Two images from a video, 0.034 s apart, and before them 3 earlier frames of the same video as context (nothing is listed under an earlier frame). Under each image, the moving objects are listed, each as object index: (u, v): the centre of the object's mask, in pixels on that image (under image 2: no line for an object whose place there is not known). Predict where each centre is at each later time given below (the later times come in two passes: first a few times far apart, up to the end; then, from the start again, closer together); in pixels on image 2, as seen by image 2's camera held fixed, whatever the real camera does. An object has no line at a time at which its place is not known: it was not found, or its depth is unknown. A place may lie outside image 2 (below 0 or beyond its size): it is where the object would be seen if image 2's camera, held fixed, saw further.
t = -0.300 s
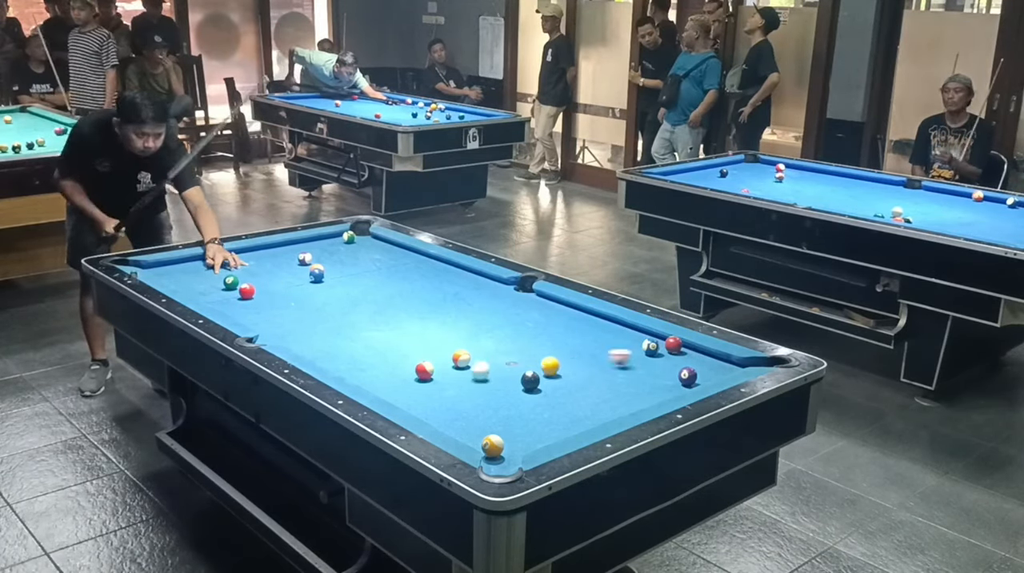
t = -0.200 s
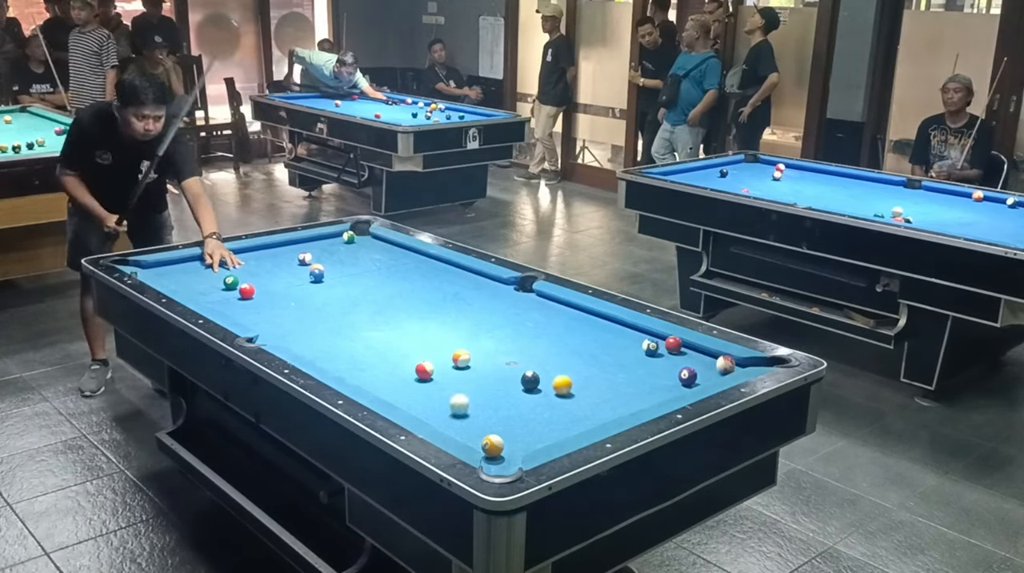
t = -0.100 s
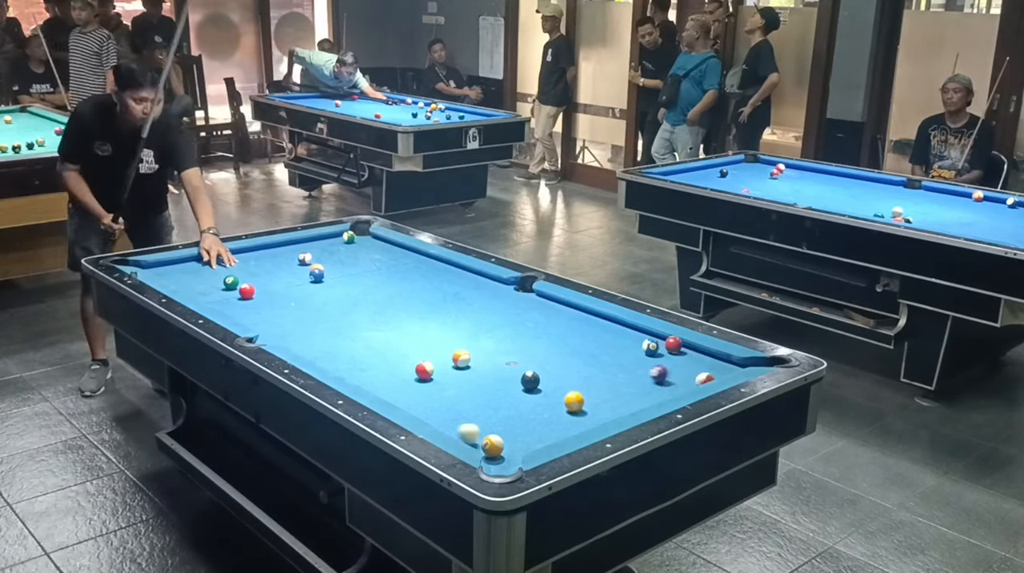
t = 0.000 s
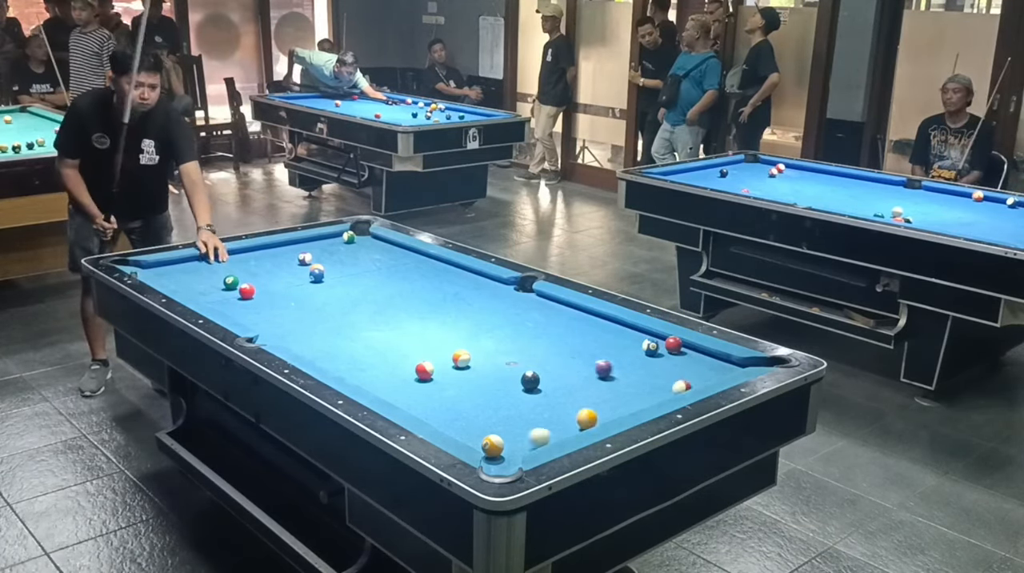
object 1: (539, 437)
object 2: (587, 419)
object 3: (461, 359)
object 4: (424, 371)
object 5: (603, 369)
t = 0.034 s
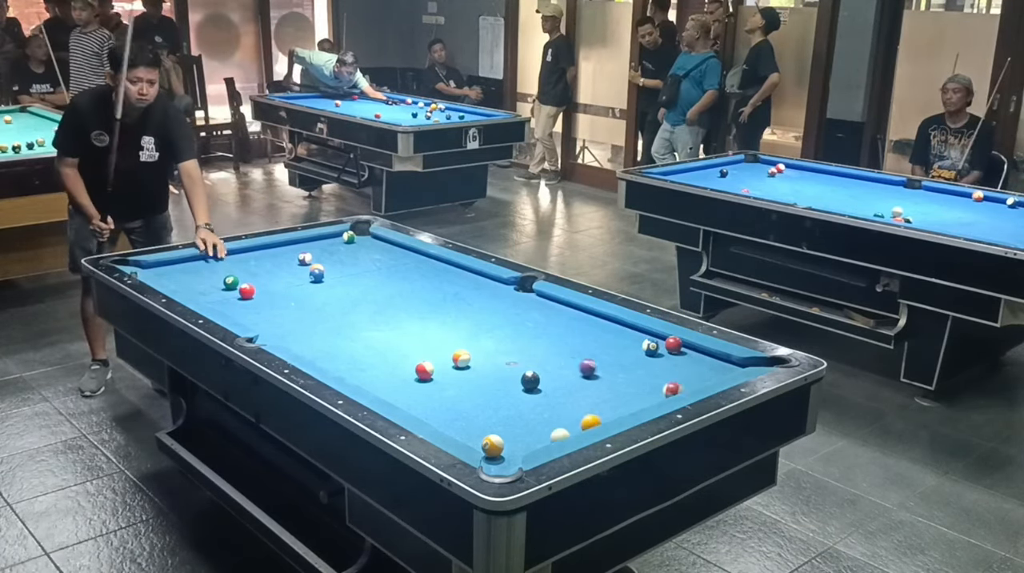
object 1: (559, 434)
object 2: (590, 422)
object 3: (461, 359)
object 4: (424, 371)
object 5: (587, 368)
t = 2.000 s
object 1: (331, 236)
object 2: (283, 321)
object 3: (365, 298)
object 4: (356, 335)
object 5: (426, 314)
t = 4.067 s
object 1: (380, 290)
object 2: (163, 267)
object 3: (411, 252)
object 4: (383, 306)
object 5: (423, 298)
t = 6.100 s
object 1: (416, 303)
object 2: (187, 269)
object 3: (384, 253)
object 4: (389, 310)
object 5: (427, 297)
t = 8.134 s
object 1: (416, 303)
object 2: (187, 269)
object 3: (384, 253)
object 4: (388, 310)
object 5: (427, 297)
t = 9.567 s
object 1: (416, 303)
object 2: (187, 269)
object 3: (384, 253)
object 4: (388, 310)
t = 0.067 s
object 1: (561, 429)
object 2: (583, 423)
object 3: (461, 359)
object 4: (424, 371)
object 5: (571, 366)
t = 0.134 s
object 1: (532, 417)
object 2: (585, 419)
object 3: (461, 359)
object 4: (424, 371)
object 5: (541, 364)
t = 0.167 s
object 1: (520, 411)
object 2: (585, 417)
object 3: (461, 359)
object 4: (424, 371)
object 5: (527, 362)
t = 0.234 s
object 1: (498, 400)
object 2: (584, 412)
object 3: (461, 359)
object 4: (424, 371)
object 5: (497, 360)
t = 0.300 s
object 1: (478, 389)
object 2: (576, 407)
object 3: (451, 359)
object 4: (424, 371)
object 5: (479, 358)
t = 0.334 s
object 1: (468, 383)
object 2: (566, 405)
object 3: (439, 358)
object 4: (424, 371)
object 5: (477, 356)
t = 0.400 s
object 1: (449, 374)
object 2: (551, 400)
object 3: (417, 357)
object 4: (424, 371)
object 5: (470, 354)
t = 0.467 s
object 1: (442, 365)
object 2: (535, 396)
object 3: (400, 358)
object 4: (415, 371)
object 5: (464, 352)
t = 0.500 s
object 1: (440, 360)
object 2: (528, 393)
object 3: (391, 358)
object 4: (408, 371)
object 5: (461, 351)
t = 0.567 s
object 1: (436, 352)
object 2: (514, 389)
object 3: (373, 357)
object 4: (397, 370)
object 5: (454, 349)
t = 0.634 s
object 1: (428, 344)
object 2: (499, 386)
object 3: (355, 357)
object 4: (386, 370)
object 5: (452, 347)
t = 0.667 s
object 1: (424, 340)
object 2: (493, 383)
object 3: (346, 357)
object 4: (380, 370)
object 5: (451, 346)
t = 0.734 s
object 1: (417, 332)
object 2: (479, 380)
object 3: (329, 356)
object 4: (370, 370)
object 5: (449, 344)
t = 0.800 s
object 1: (410, 325)
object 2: (466, 376)
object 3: (312, 353)
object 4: (359, 370)
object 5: (447, 341)
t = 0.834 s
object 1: (406, 321)
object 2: (459, 374)
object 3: (312, 352)
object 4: (354, 369)
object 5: (446, 341)
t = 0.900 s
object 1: (400, 315)
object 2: (447, 371)
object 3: (315, 350)
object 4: (344, 367)
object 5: (444, 339)
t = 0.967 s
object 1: (394, 308)
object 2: (435, 368)
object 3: (319, 346)
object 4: (334, 365)
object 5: (442, 337)
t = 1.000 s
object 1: (390, 305)
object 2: (429, 366)
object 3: (321, 344)
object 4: (334, 364)
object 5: (442, 336)
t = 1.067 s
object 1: (385, 299)
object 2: (418, 362)
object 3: (324, 340)
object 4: (335, 363)
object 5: (440, 334)
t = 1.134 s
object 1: (379, 293)
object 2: (406, 358)
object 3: (328, 336)
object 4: (336, 361)
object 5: (438, 332)
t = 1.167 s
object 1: (377, 290)
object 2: (401, 356)
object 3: (329, 335)
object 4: (337, 360)
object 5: (438, 332)
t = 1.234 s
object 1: (372, 285)
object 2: (390, 353)
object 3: (332, 331)
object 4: (339, 358)
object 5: (436, 330)
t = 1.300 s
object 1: (367, 280)
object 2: (379, 350)
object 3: (336, 328)
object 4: (340, 355)
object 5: (435, 328)
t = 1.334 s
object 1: (365, 277)
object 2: (374, 348)
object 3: (337, 326)
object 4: (341, 354)
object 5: (434, 327)
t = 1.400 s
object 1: (361, 272)
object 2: (364, 345)
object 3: (341, 323)
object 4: (343, 352)
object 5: (433, 326)
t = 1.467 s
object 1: (356, 267)
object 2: (355, 341)
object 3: (344, 320)
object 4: (344, 350)
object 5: (432, 325)
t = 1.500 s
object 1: (355, 265)
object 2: (351, 338)
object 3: (345, 318)
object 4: (345, 349)
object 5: (431, 324)
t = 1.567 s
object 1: (351, 261)
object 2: (338, 336)
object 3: (348, 315)
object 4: (347, 347)
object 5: (430, 322)
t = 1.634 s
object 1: (347, 256)
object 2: (330, 335)
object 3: (351, 312)
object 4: (348, 345)
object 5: (429, 321)
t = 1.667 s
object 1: (346, 254)
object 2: (326, 333)
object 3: (352, 311)
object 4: (349, 343)
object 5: (429, 320)
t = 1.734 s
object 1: (342, 250)
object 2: (317, 330)
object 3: (355, 308)
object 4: (351, 341)
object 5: (428, 319)
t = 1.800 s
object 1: (339, 246)
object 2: (308, 328)
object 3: (358, 305)
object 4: (352, 340)
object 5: (427, 318)
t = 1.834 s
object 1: (338, 244)
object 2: (303, 326)
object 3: (359, 304)
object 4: (353, 339)
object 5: (427, 317)
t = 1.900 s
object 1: (335, 241)
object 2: (295, 324)
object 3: (361, 301)
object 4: (354, 337)
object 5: (426, 316)
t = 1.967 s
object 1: (332, 237)
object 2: (287, 322)
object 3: (364, 299)
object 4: (355, 336)
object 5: (426, 315)
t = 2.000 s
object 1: (331, 236)
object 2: (283, 321)
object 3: (365, 298)
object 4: (356, 335)
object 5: (426, 314)
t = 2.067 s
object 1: (335, 238)
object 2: (275, 318)
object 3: (367, 295)
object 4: (357, 333)
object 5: (425, 313)
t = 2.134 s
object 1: (337, 239)
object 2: (267, 316)
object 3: (370, 293)
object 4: (359, 332)
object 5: (425, 312)
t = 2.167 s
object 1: (338, 240)
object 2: (263, 315)
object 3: (371, 292)
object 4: (359, 331)
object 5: (425, 312)
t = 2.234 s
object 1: (339, 242)
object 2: (256, 313)
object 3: (373, 290)
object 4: (360, 330)
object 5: (424, 311)
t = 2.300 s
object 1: (340, 244)
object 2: (248, 311)
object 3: (376, 287)
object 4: (361, 328)
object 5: (424, 309)
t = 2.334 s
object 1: (341, 245)
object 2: (245, 309)
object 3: (377, 286)
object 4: (362, 327)
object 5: (424, 309)
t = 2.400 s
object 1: (342, 246)
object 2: (237, 308)
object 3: (379, 285)
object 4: (363, 326)
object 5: (423, 308)
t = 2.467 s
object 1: (343, 249)
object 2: (230, 305)
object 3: (381, 282)
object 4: (364, 325)
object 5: (423, 307)
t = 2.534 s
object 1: (345, 251)
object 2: (223, 303)
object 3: (383, 280)
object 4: (365, 323)
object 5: (423, 307)
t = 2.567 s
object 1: (345, 251)
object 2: (220, 302)
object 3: (384, 279)
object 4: (366, 323)
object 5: (423, 306)
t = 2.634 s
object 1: (346, 253)
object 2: (214, 300)
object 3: (385, 277)
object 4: (367, 322)
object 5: (422, 305)
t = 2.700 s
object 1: (348, 255)
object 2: (207, 297)
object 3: (388, 276)
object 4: (367, 320)
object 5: (422, 305)
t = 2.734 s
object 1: (348, 256)
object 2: (204, 296)
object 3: (389, 275)
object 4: (368, 320)
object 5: (422, 305)
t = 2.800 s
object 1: (349, 258)
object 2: (200, 294)
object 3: (391, 273)
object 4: (369, 319)
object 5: (422, 304)
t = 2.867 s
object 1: (351, 260)
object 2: (197, 292)
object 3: (393, 272)
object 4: (370, 318)
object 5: (422, 303)
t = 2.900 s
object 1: (351, 261)
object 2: (196, 291)
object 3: (393, 271)
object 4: (371, 317)
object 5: (422, 303)
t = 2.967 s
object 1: (353, 262)
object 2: (194, 290)
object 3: (395, 269)
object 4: (372, 316)
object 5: (422, 303)
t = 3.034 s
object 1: (354, 264)
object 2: (192, 289)
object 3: (397, 268)
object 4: (373, 315)
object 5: (422, 302)
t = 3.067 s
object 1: (354, 265)
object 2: (190, 288)
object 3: (398, 267)
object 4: (374, 315)
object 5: (422, 302)
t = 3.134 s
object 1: (356, 267)
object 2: (188, 286)
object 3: (400, 265)
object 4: (374, 314)
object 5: (422, 301)
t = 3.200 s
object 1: (357, 269)
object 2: (186, 285)
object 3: (402, 264)
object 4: (375, 313)
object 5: (422, 301)
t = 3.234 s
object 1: (358, 270)
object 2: (185, 284)
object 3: (403, 263)
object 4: (375, 313)
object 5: (422, 301)
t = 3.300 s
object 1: (360, 271)
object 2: (183, 282)
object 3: (404, 262)
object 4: (376, 312)
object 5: (422, 300)
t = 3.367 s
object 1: (361, 273)
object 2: (181, 281)
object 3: (406, 261)
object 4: (377, 311)
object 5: (422, 300)
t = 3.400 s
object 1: (362, 274)
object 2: (180, 280)
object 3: (407, 260)
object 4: (377, 311)
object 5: (422, 300)
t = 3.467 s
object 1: (364, 276)
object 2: (178, 279)
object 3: (408, 259)
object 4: (378, 310)
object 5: (422, 300)
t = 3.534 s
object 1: (365, 277)
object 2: (176, 277)
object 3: (410, 257)
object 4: (378, 309)
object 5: (422, 299)
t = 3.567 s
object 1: (366, 278)
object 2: (175, 277)
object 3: (411, 257)
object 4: (379, 309)
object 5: (422, 299)
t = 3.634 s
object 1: (368, 280)
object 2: (173, 275)
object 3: (413, 256)
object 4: (379, 308)
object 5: (422, 299)
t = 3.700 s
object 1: (370, 282)
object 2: (172, 274)
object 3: (414, 255)
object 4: (380, 308)
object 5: (422, 299)
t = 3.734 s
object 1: (371, 282)
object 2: (171, 273)
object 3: (415, 254)
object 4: (380, 307)
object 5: (423, 299)
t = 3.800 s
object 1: (372, 284)
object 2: (169, 272)
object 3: (415, 253)
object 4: (381, 307)
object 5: (423, 299)
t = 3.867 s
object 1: (374, 286)
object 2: (167, 271)
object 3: (417, 252)
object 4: (382, 306)
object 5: (423, 299)
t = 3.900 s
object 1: (375, 287)
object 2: (167, 270)
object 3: (417, 252)
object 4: (382, 306)
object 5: (423, 299)
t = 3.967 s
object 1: (377, 288)
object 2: (165, 269)
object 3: (414, 252)
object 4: (382, 306)
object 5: (423, 299)
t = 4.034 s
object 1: (378, 290)
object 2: (164, 268)
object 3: (412, 252)
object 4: (383, 306)
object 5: (423, 298)
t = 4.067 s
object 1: (380, 290)
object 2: (163, 267)
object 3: (411, 252)
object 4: (383, 306)
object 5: (423, 298)
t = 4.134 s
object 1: (381, 291)
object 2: (162, 267)
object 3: (408, 252)
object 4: (384, 306)
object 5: (423, 298)
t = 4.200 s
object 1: (383, 292)
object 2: (160, 265)
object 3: (406, 252)
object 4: (384, 305)
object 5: (423, 298)
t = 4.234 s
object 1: (384, 292)
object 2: (160, 265)
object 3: (405, 252)
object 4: (385, 305)
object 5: (423, 298)
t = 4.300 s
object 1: (386, 293)
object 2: (159, 264)
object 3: (403, 252)
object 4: (385, 305)
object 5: (423, 298)
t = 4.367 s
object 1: (388, 294)
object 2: (160, 264)
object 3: (401, 252)
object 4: (386, 305)
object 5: (423, 298)
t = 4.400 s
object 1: (389, 295)
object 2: (160, 264)
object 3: (400, 252)
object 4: (386, 304)
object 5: (423, 298)
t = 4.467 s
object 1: (392, 296)
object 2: (162, 265)
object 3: (398, 252)
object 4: (386, 304)
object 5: (423, 298)
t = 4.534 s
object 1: (395, 298)
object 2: (164, 265)
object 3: (396, 252)
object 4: (385, 305)
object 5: (423, 298)
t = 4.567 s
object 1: (396, 299)
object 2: (165, 265)
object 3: (395, 252)
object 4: (385, 305)
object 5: (423, 298)
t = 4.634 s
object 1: (398, 300)
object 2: (167, 266)
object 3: (394, 252)
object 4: (386, 306)
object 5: (423, 298)
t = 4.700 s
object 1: (400, 300)
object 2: (168, 266)
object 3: (392, 252)
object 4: (386, 306)
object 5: (423, 298)
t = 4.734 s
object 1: (402, 301)
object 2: (169, 266)
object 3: (392, 252)
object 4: (386, 307)
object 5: (423, 298)
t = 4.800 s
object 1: (404, 301)
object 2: (171, 266)
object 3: (390, 252)
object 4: (386, 307)
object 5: (423, 298)
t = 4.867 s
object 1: (406, 301)
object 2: (173, 267)
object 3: (389, 252)
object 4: (386, 308)
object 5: (423, 298)
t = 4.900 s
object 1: (408, 301)
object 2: (173, 267)
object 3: (389, 252)
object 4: (386, 308)
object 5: (423, 298)
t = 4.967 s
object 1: (410, 301)
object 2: (175, 267)
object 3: (388, 252)
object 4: (386, 308)
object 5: (424, 298)
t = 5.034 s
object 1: (410, 301)
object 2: (177, 267)
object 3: (386, 252)
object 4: (387, 308)
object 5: (424, 298)
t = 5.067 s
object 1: (411, 301)
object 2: (177, 267)
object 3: (386, 252)
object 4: (387, 308)
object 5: (425, 298)
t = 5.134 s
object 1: (411, 302)
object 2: (179, 267)
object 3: (385, 253)
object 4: (387, 309)
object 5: (425, 298)
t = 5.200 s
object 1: (413, 302)
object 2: (180, 268)
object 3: (385, 253)
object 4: (387, 309)
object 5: (426, 298)
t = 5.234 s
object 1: (413, 302)
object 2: (180, 268)
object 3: (385, 253)
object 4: (387, 309)
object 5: (426, 298)
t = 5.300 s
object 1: (413, 302)
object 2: (182, 268)
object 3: (385, 253)
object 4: (387, 309)
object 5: (427, 298)
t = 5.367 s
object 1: (414, 302)
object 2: (183, 268)
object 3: (384, 253)
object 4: (387, 309)
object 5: (427, 297)
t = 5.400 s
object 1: (415, 303)
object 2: (183, 268)
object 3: (384, 253)
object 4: (387, 309)
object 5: (427, 297)
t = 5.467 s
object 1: (415, 303)
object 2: (184, 268)
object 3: (384, 253)
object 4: (388, 310)
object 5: (427, 297)
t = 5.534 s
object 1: (415, 303)
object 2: (185, 268)
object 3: (384, 253)
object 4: (388, 310)
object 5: (427, 297)
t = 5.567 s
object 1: (415, 303)
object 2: (185, 268)
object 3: (384, 253)
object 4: (388, 310)
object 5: (427, 297)
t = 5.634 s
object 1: (415, 303)
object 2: (186, 269)
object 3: (384, 253)
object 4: (388, 310)
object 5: (427, 297)
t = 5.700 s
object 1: (415, 303)
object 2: (187, 269)
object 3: (384, 253)
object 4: (389, 310)
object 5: (427, 297)
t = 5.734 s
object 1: (415, 303)
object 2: (187, 269)
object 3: (384, 253)
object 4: (389, 310)
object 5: (427, 297)
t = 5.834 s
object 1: (416, 303)
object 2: (187, 269)
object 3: (384, 253)
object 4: (389, 310)
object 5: (427, 297)
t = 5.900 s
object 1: (416, 303)
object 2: (187, 269)
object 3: (384, 253)
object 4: (389, 310)
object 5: (427, 297)
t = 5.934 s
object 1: (416, 303)
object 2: (187, 269)
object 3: (384, 253)
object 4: (389, 310)
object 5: (427, 297)
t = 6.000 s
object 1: (416, 303)
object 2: (187, 269)
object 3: (384, 253)
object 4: (389, 310)
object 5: (427, 297)
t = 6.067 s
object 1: (416, 303)
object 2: (187, 269)
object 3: (384, 253)
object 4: (389, 310)
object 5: (427, 297)
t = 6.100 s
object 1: (416, 303)
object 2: (187, 269)
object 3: (384, 253)
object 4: (389, 310)
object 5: (427, 297)
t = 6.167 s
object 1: (416, 303)
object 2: (187, 269)
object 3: (384, 253)
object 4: (389, 310)
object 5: (427, 297)
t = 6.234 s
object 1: (416, 303)
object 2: (187, 269)
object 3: (384, 253)
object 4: (389, 310)
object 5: (427, 297)
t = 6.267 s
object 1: (416, 303)
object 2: (187, 269)
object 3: (384, 253)
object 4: (389, 310)
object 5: (427, 297)
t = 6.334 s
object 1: (416, 303)
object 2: (187, 269)
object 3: (384, 253)
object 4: (389, 310)
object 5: (427, 297)
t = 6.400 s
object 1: (416, 303)
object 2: (187, 269)
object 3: (384, 253)
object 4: (389, 310)
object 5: (427, 297)
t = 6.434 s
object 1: (416, 303)
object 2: (187, 269)
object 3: (384, 253)
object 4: (389, 310)
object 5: (427, 297)
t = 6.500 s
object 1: (416, 303)
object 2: (187, 269)
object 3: (384, 253)
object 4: (388, 310)
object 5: (427, 297)
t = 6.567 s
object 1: (416, 303)
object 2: (187, 269)
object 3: (384, 253)
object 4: (388, 310)
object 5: (427, 297)
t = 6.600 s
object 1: (416, 303)
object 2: (187, 269)
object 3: (384, 253)
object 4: (388, 310)
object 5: (427, 297)
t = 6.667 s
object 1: (416, 303)
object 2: (187, 269)
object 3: (384, 253)
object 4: (388, 310)
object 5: (427, 297)
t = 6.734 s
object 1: (416, 303)
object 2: (187, 269)
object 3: (384, 253)
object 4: (388, 310)
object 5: (427, 297)
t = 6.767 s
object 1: (416, 303)
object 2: (187, 269)
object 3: (384, 253)
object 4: (388, 310)
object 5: (427, 297)
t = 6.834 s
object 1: (416, 303)
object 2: (187, 269)
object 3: (384, 253)
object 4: (388, 310)
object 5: (427, 297)
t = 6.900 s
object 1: (416, 303)
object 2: (187, 269)
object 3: (384, 253)
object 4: (388, 310)
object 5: (427, 297)
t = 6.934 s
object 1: (416, 303)
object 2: (187, 269)
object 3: (384, 253)
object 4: (388, 310)
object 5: (427, 297)
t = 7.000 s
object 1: (416, 303)
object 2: (187, 269)
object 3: (384, 253)
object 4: (388, 310)
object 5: (427, 297)
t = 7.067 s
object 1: (416, 303)
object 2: (187, 269)
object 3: (384, 253)
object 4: (388, 310)
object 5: (427, 297)
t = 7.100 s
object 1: (416, 303)
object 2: (187, 269)
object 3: (384, 253)
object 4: (388, 310)
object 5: (427, 297)
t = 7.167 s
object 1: (416, 303)
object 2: (187, 269)
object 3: (384, 253)
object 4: (388, 310)
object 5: (427, 297)
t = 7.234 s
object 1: (416, 303)
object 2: (187, 269)
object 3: (384, 253)
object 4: (388, 310)
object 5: (427, 297)
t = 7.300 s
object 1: (416, 303)
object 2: (187, 269)
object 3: (384, 253)
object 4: (388, 310)
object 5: (427, 297)
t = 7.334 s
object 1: (416, 303)
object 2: (187, 269)
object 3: (384, 253)
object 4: (388, 310)
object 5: (427, 297)
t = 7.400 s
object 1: (416, 303)
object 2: (187, 269)
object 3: (384, 253)
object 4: (388, 310)
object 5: (427, 297)
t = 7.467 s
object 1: (416, 303)
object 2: (187, 269)
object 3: (384, 253)
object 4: (388, 310)
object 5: (427, 297)
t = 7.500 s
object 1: (416, 303)
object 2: (187, 269)
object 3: (384, 253)
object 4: (388, 310)
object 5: (427, 297)
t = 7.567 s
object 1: (416, 303)
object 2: (187, 269)
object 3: (384, 253)
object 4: (388, 310)
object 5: (427, 297)
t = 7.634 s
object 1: (416, 303)
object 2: (187, 269)
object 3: (384, 253)
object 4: (388, 310)
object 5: (427, 297)
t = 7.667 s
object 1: (416, 303)
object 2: (187, 269)
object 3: (384, 253)
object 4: (388, 310)
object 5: (427, 297)
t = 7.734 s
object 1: (416, 303)
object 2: (187, 269)
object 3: (384, 253)
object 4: (388, 310)
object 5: (427, 297)
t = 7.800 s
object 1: (416, 303)
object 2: (187, 269)
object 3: (384, 253)
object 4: (388, 310)
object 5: (427, 297)
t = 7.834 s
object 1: (416, 303)
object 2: (187, 269)
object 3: (384, 253)
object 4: (388, 310)
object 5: (427, 297)
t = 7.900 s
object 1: (416, 303)
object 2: (187, 269)
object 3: (384, 253)
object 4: (388, 310)
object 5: (427, 297)
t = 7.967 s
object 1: (416, 303)
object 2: (187, 269)
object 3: (384, 253)
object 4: (388, 310)
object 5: (427, 297)
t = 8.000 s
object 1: (416, 303)
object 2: (187, 269)
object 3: (384, 253)
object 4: (388, 310)
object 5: (427, 297)
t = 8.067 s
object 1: (416, 303)
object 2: (187, 269)
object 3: (384, 253)
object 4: (388, 310)
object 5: (427, 297)
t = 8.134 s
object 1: (416, 303)
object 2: (187, 269)
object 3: (384, 253)
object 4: (388, 310)
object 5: (427, 297)
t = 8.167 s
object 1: (416, 303)
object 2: (187, 269)
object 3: (384, 253)
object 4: (388, 310)
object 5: (427, 297)
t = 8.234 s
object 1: (416, 303)
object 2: (187, 269)
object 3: (384, 253)
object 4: (388, 310)
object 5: (427, 297)
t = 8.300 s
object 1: (416, 303)
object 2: (187, 269)
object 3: (384, 253)
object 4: (388, 310)
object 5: (427, 297)
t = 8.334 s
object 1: (416, 303)
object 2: (187, 269)
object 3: (384, 253)
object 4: (388, 310)
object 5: (427, 297)
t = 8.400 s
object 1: (416, 303)
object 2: (187, 269)
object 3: (384, 253)
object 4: (388, 310)
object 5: (427, 297)
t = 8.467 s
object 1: (416, 303)
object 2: (187, 269)
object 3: (384, 253)
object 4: (388, 310)
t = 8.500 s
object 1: (416, 303)
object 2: (187, 269)
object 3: (384, 253)
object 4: (388, 310)
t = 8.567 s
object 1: (416, 303)
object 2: (187, 269)
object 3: (384, 253)
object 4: (388, 310)
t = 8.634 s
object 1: (416, 303)
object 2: (187, 269)
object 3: (384, 253)
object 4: (388, 310)
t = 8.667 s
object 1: (416, 303)
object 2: (187, 269)
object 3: (384, 253)
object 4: (388, 310)
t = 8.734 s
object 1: (416, 303)
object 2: (187, 269)
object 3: (384, 253)
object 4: (388, 310)
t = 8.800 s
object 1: (416, 303)
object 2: (187, 269)
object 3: (384, 253)
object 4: (388, 310)
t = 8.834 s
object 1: (416, 303)
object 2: (187, 269)
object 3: (384, 253)
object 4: (388, 310)
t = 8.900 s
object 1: (416, 303)
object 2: (187, 269)
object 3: (384, 253)
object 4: (388, 310)
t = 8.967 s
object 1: (416, 303)
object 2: (187, 269)
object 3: (384, 253)
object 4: (388, 310)
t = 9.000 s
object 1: (416, 303)
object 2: (187, 269)
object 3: (384, 253)
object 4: (388, 310)
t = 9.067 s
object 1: (416, 303)
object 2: (187, 269)
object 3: (384, 253)
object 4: (388, 310)
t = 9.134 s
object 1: (416, 303)
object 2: (187, 269)
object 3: (384, 253)
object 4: (388, 310)
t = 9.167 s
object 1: (416, 303)
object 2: (187, 269)
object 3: (384, 253)
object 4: (388, 310)
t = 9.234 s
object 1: (416, 303)
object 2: (187, 269)
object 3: (384, 253)
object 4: (388, 310)
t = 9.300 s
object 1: (416, 303)
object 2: (187, 269)
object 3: (384, 253)
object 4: (388, 310)
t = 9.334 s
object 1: (416, 303)
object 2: (187, 269)
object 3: (384, 253)
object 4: (388, 310)
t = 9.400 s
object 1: (416, 303)
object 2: (187, 269)
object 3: (384, 253)
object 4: (388, 310)
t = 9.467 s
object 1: (416, 303)
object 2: (187, 269)
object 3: (384, 253)
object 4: (388, 310)
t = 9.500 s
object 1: (416, 303)
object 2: (187, 269)
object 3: (384, 253)
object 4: (388, 310)
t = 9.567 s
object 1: (416, 303)
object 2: (187, 269)
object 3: (384, 253)
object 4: (388, 310)
